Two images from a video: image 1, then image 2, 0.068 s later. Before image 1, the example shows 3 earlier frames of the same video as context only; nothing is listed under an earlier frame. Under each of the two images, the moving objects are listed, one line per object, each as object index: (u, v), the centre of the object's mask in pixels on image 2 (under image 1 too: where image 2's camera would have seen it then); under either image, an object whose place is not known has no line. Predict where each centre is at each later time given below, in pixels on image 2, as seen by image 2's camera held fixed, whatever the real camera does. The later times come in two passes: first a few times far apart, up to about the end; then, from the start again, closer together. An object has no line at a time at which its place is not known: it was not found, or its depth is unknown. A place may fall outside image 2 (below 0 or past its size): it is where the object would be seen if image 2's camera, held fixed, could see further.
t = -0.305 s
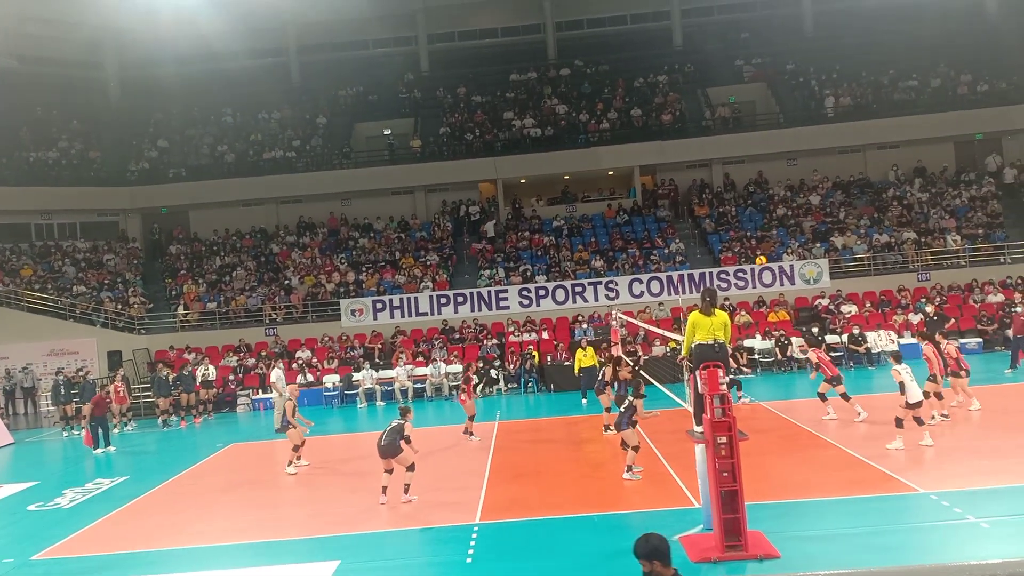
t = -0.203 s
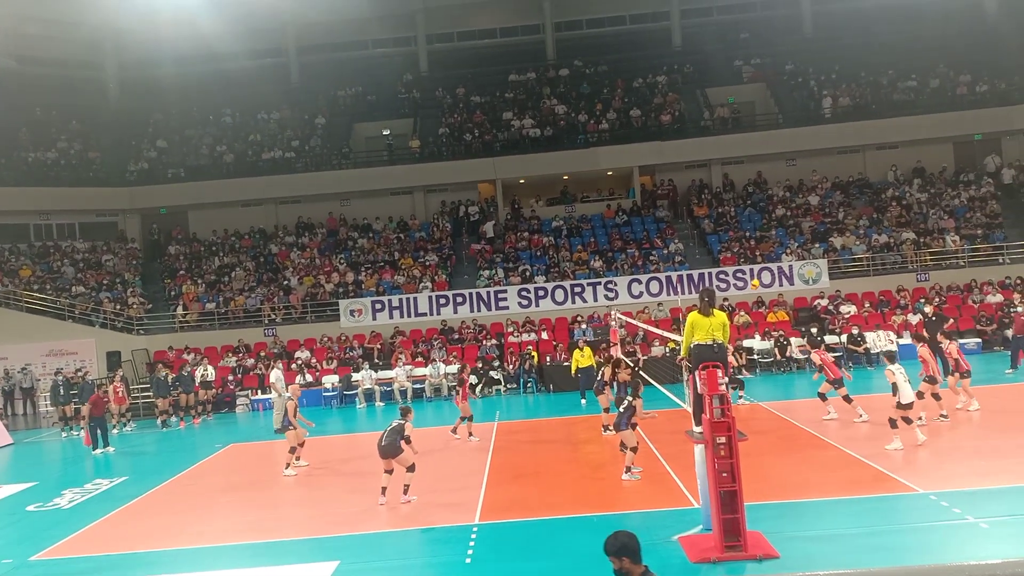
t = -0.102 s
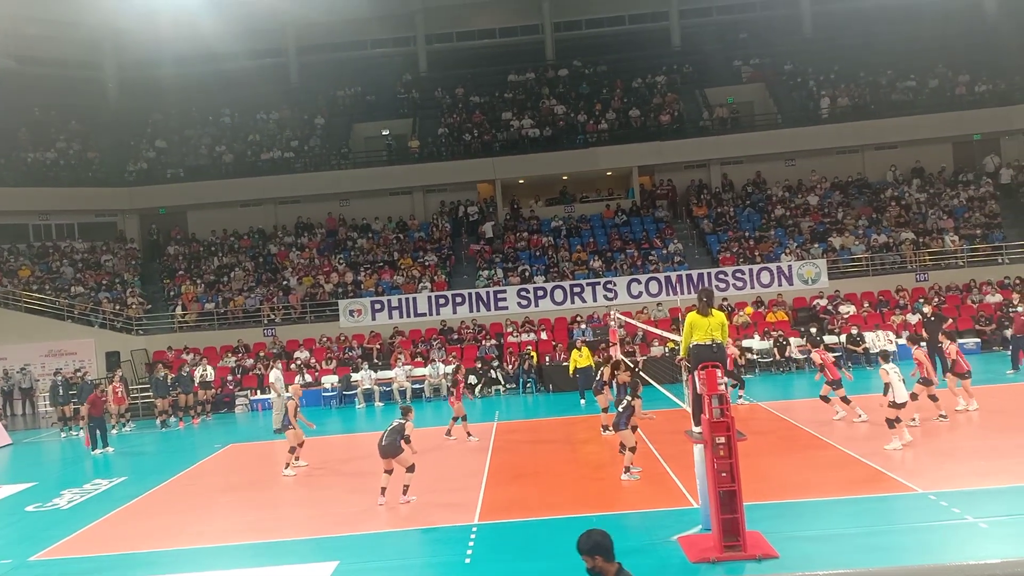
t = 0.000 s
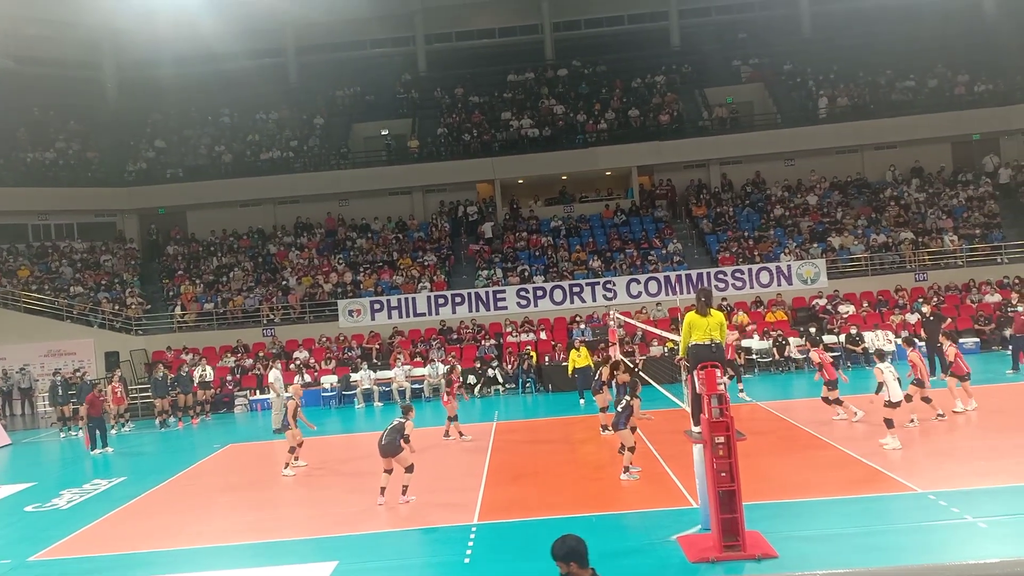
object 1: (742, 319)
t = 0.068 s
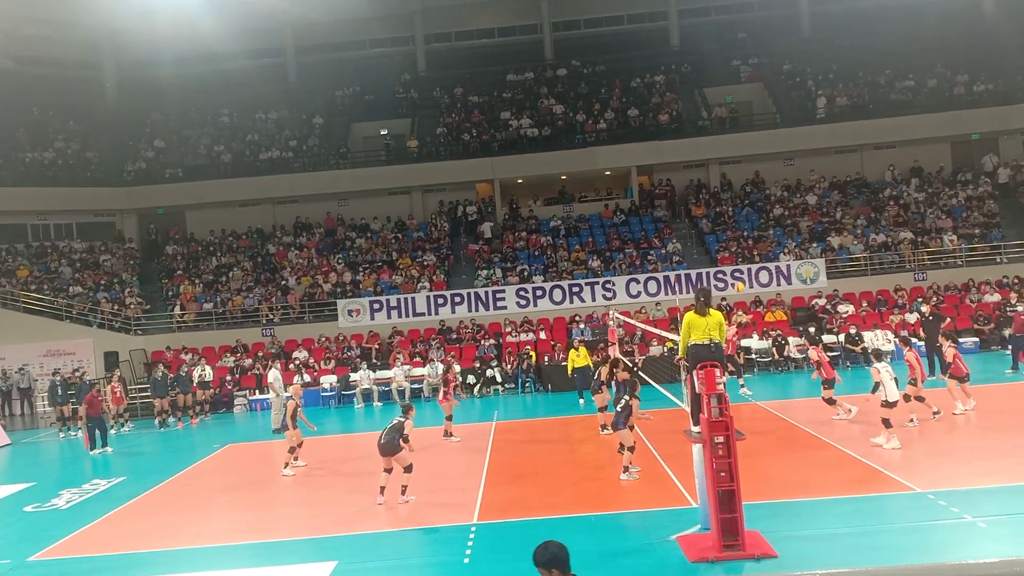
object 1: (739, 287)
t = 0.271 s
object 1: (732, 207)
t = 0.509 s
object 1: (723, 131)
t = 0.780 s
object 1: (712, 71)
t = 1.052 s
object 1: (706, 47)
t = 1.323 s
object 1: (700, 63)
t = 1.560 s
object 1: (699, 114)
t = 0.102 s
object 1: (738, 273)
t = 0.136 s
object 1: (737, 259)
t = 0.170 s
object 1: (736, 246)
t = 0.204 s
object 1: (734, 232)
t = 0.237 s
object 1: (733, 219)
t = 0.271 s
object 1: (732, 207)
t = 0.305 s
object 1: (731, 194)
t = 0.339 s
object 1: (729, 183)
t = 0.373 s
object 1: (728, 171)
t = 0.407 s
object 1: (727, 160)
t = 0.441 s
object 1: (725, 150)
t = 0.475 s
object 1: (724, 140)
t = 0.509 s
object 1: (723, 131)
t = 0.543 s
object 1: (721, 122)
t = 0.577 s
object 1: (720, 112)
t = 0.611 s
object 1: (718, 105)
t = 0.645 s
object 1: (717, 97)
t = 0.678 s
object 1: (716, 90)
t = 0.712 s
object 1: (715, 83)
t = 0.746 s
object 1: (713, 77)
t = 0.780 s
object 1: (712, 71)
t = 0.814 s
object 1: (711, 66)
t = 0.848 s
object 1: (710, 62)
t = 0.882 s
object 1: (710, 58)
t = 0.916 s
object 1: (709, 54)
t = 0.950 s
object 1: (708, 51)
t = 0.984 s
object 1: (707, 49)
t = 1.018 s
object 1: (706, 48)
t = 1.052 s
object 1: (706, 47)
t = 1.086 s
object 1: (705, 46)
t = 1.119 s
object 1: (704, 47)
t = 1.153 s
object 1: (704, 48)
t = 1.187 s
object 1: (703, 49)
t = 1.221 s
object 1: (702, 51)
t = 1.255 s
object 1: (702, 55)
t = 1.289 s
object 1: (701, 58)
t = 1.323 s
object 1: (700, 63)
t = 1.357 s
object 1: (700, 68)
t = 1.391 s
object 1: (699, 74)
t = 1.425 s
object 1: (699, 80)
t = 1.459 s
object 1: (699, 87)
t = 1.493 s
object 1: (699, 96)
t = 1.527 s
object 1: (699, 104)
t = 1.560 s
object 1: (699, 114)
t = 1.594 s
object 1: (700, 125)
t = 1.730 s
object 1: (698, 174)
